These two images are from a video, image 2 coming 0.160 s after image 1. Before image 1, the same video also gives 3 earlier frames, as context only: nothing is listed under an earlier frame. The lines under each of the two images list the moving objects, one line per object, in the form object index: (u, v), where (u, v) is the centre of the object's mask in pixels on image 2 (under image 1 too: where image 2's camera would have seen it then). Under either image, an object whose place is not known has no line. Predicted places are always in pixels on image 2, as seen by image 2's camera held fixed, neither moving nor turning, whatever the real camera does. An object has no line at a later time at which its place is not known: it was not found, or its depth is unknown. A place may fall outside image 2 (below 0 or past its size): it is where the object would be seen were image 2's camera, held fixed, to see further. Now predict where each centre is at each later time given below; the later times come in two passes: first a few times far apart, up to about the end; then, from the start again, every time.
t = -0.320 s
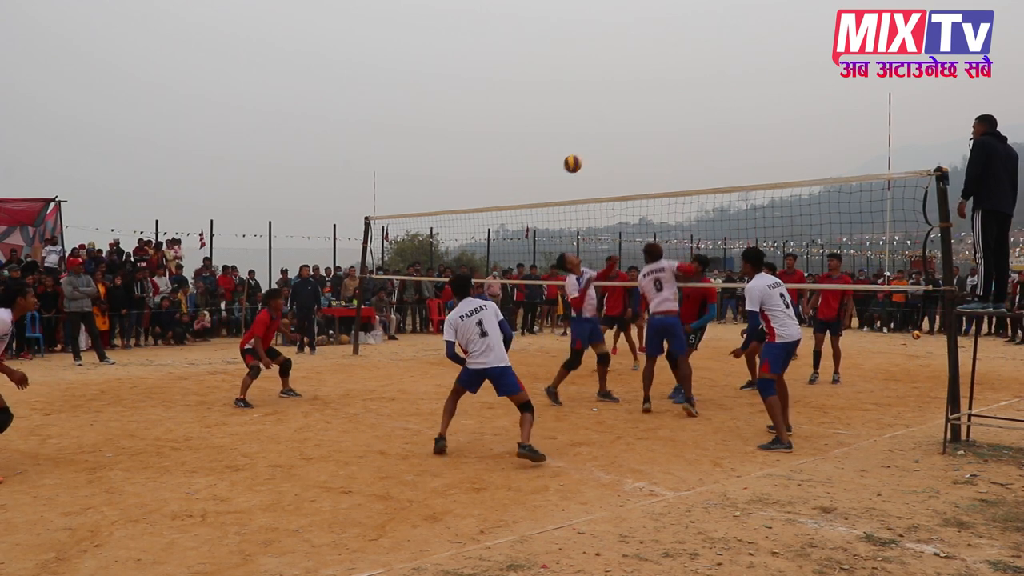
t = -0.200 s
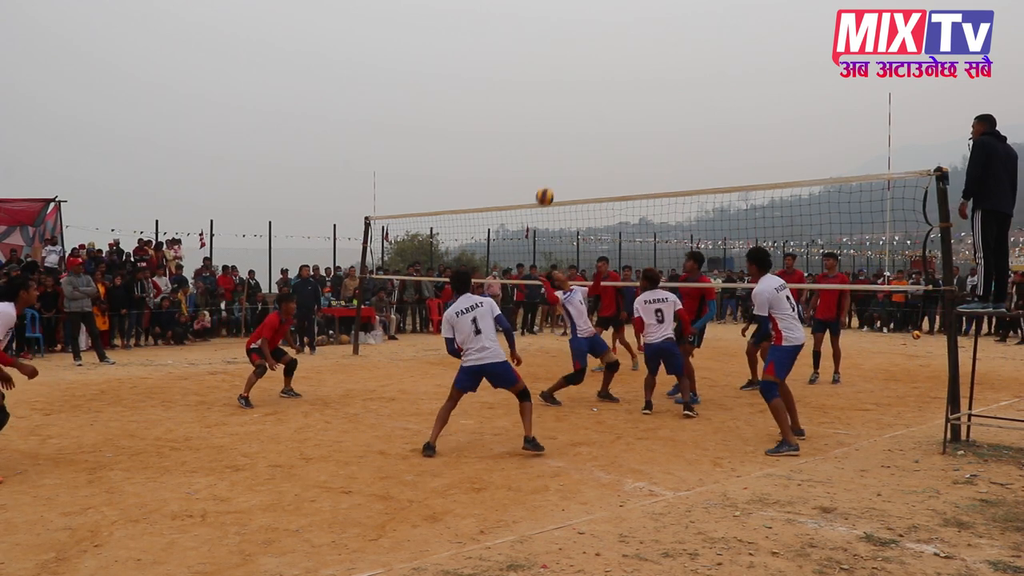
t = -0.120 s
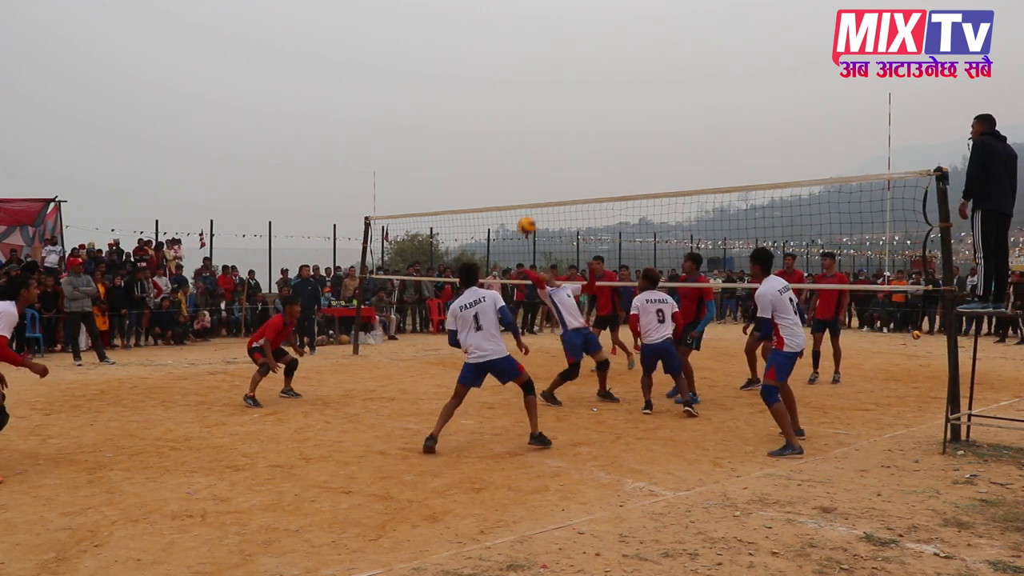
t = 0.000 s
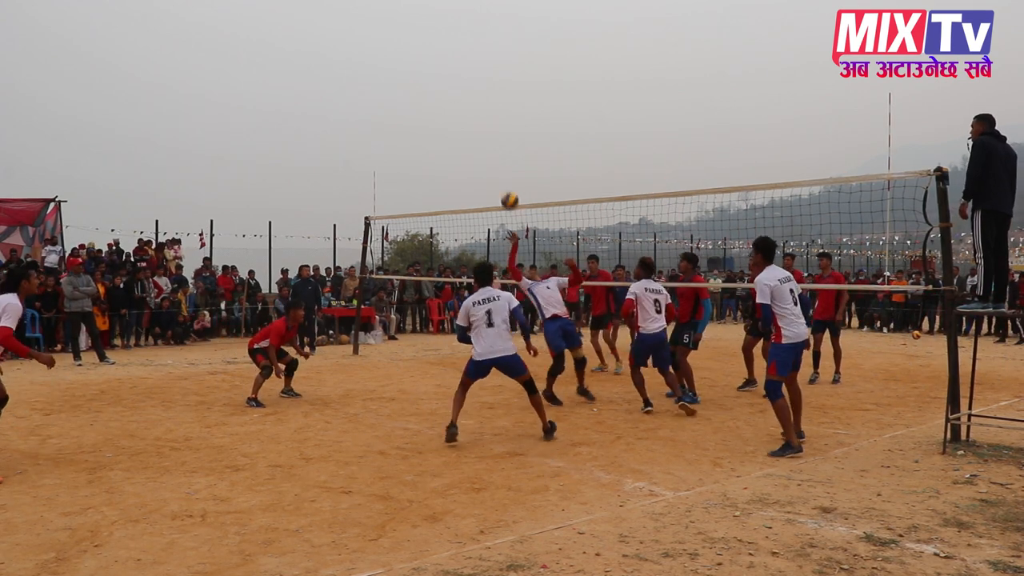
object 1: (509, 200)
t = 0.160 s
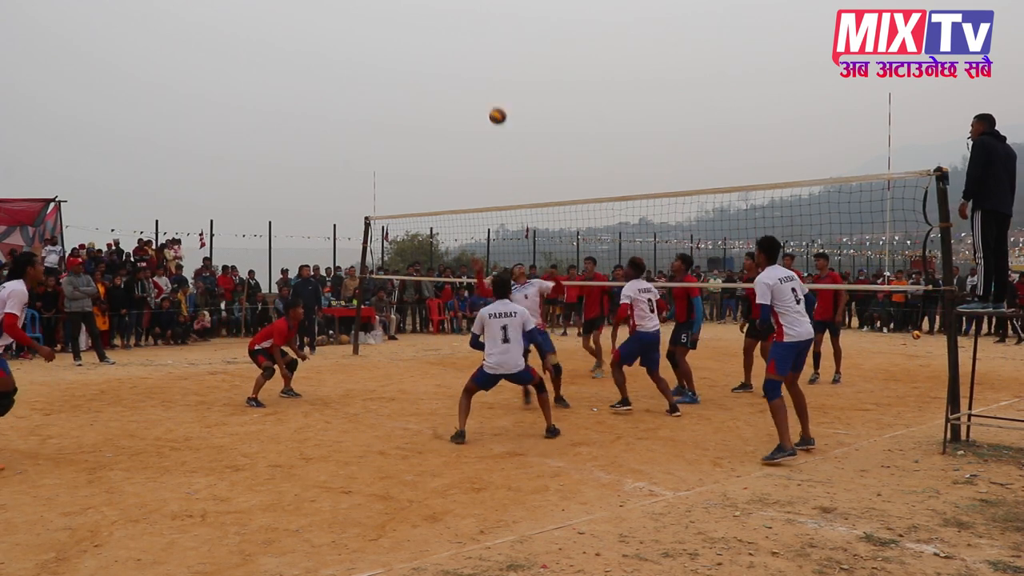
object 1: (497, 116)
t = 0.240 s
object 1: (491, 82)
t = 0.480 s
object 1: (472, 16)
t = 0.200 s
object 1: (494, 98)
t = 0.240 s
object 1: (491, 82)
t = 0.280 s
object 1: (488, 67)
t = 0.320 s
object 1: (485, 54)
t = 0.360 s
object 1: (481, 43)
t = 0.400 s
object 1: (478, 32)
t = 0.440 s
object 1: (475, 23)
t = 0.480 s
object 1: (472, 16)
